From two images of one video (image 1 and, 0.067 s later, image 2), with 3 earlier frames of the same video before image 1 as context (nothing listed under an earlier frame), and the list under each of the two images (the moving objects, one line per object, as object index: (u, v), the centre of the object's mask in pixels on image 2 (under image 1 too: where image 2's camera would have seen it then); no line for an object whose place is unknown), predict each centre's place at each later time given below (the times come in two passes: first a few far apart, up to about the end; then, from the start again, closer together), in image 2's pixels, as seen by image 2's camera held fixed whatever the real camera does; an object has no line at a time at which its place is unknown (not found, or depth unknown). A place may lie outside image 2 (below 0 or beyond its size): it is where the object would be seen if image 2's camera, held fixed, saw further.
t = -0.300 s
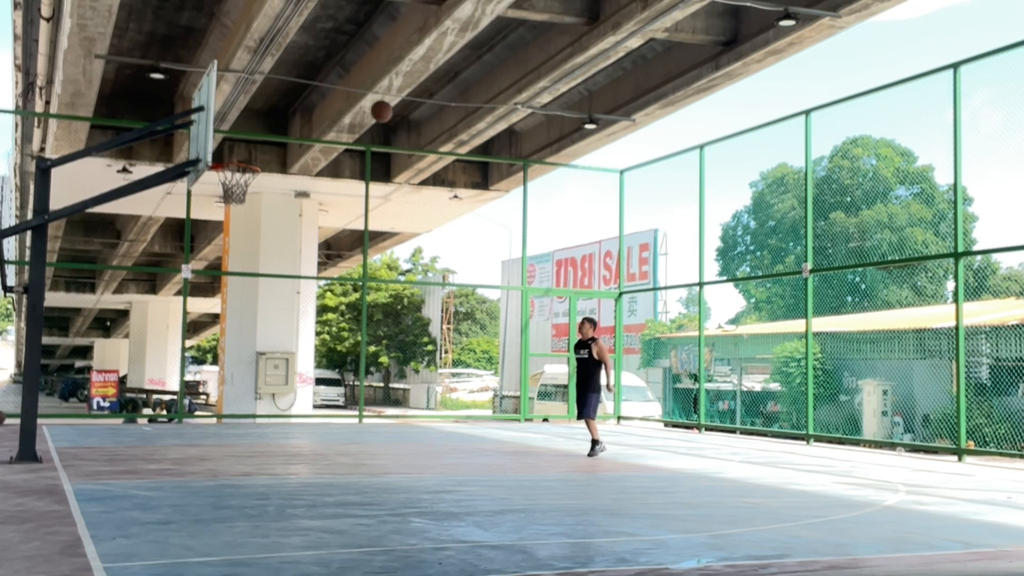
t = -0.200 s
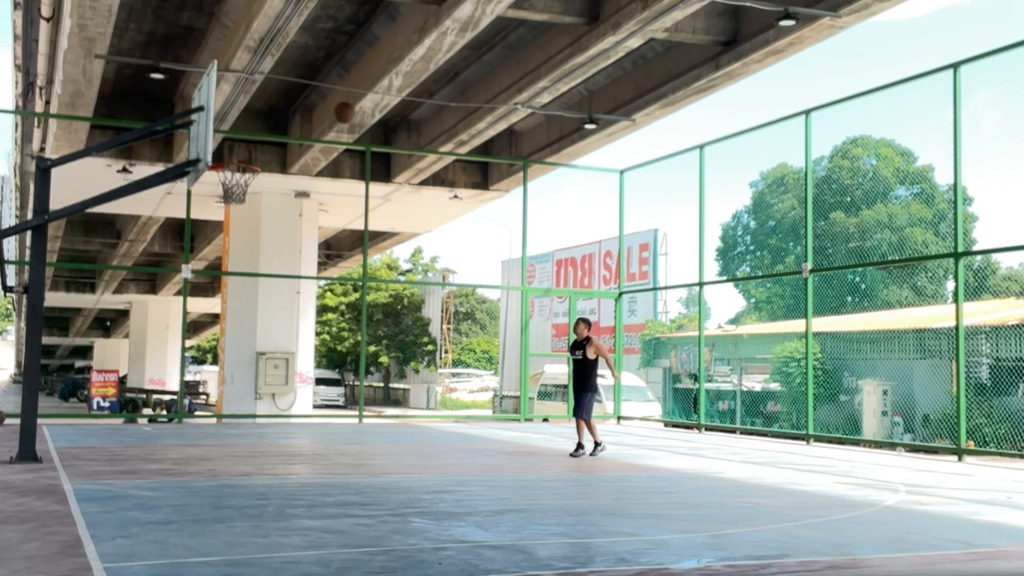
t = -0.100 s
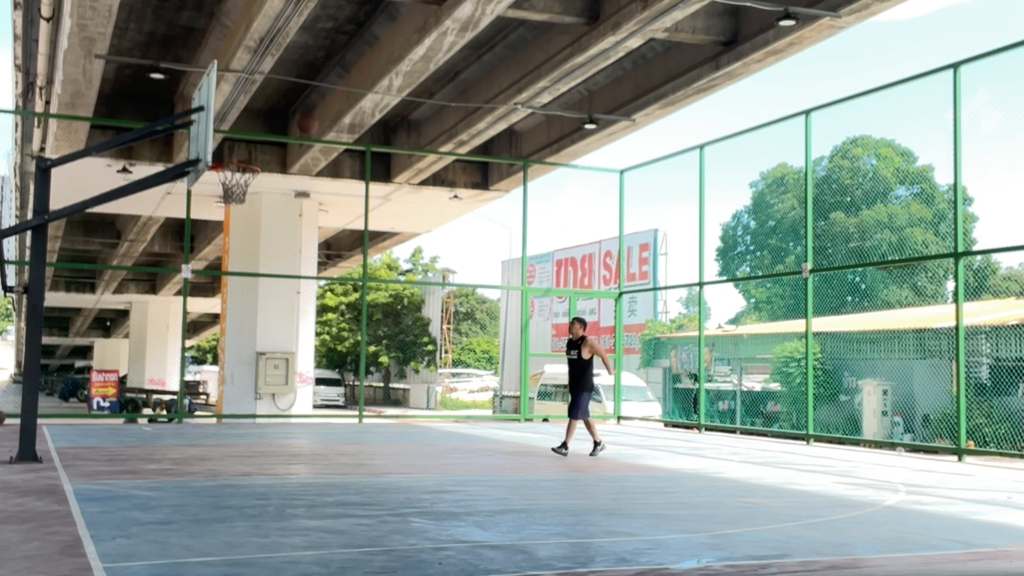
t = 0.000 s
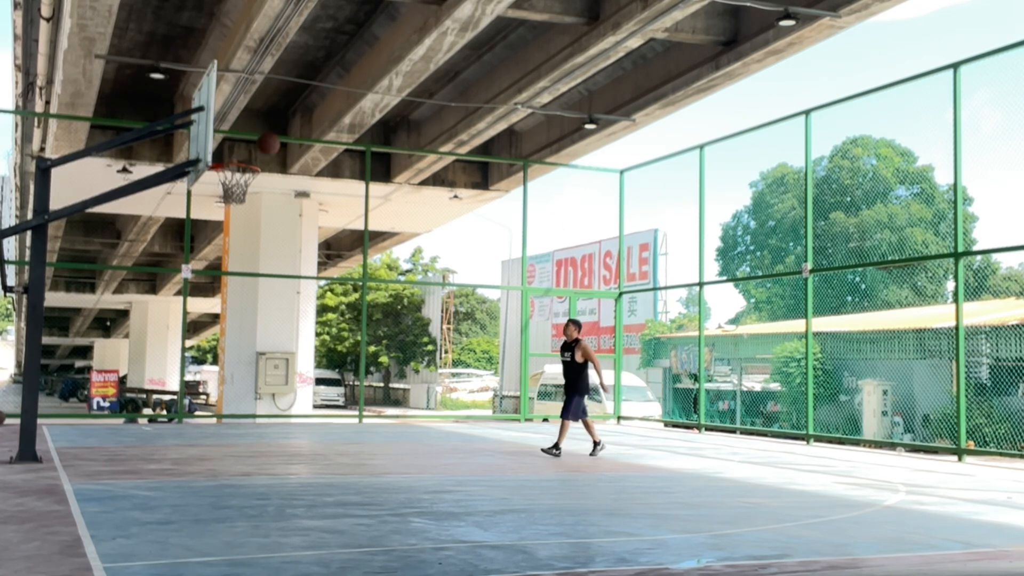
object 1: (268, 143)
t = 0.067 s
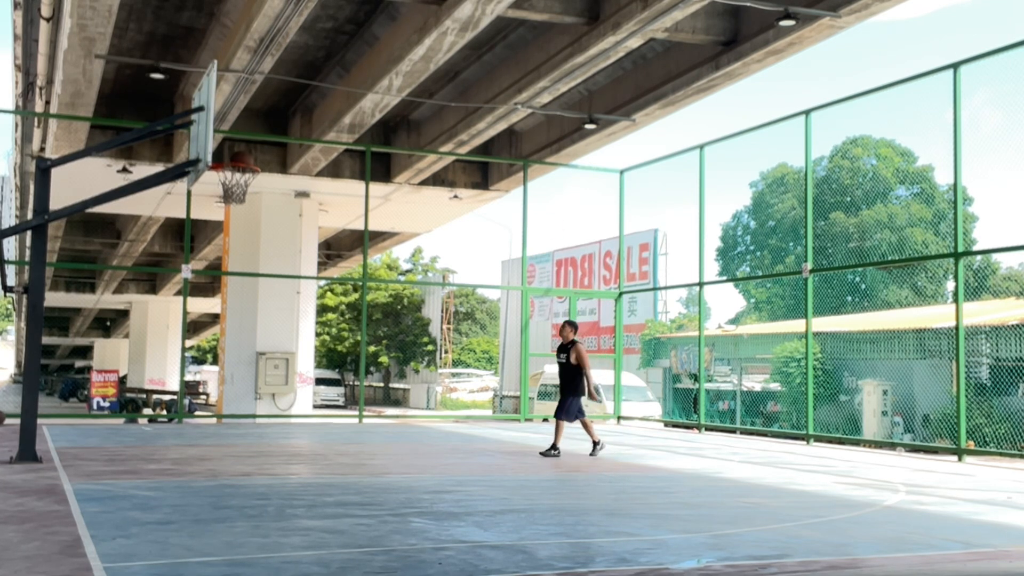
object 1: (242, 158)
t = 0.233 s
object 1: (228, 182)
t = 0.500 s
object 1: (239, 206)
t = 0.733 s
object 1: (240, 261)
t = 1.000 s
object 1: (239, 385)
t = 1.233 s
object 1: (243, 380)
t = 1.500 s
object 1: (250, 292)
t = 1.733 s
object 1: (255, 270)
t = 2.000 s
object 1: (258, 305)
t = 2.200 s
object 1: (259, 372)
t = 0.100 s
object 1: (228, 173)
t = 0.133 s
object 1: (222, 181)
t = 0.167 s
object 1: (224, 182)
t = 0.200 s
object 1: (226, 181)
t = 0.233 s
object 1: (228, 182)
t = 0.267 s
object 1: (231, 183)
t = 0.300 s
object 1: (232, 185)
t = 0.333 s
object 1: (235, 188)
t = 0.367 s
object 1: (237, 191)
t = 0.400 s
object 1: (237, 195)
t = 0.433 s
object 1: (238, 198)
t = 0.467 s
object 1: (239, 203)
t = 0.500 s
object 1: (239, 206)
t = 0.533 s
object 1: (240, 211)
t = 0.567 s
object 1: (240, 216)
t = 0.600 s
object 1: (240, 224)
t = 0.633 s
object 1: (240, 232)
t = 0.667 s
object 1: (240, 240)
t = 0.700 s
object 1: (240, 250)
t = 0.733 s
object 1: (240, 261)
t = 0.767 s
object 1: (240, 273)
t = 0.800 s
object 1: (240, 286)
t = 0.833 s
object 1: (240, 300)
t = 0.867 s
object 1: (240, 315)
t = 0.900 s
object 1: (240, 331)
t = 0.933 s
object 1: (239, 348)
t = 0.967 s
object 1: (239, 366)
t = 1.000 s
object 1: (239, 385)
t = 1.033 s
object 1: (239, 405)
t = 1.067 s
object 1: (238, 427)
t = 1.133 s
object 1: (239, 431)
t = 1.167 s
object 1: (240, 412)
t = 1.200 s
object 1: (241, 395)
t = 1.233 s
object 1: (243, 380)
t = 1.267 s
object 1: (244, 365)
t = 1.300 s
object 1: (245, 351)
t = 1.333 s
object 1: (246, 339)
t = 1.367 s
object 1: (247, 327)
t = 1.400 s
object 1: (248, 317)
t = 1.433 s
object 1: (249, 308)
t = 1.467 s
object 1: (249, 299)
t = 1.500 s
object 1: (250, 292)
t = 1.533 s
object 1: (251, 286)
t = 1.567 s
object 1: (252, 281)
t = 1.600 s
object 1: (252, 277)
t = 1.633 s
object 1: (253, 273)
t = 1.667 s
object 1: (254, 271)
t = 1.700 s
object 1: (254, 270)
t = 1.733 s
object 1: (255, 270)
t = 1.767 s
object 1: (255, 271)
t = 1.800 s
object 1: (256, 273)
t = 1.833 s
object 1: (256, 276)
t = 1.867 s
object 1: (257, 280)
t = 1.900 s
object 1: (257, 284)
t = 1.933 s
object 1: (257, 290)
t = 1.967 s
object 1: (257, 297)
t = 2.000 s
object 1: (258, 305)
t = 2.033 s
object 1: (258, 313)
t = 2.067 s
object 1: (258, 323)
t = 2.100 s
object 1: (258, 334)
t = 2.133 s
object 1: (258, 345)
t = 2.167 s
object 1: (259, 358)
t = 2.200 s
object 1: (259, 372)
